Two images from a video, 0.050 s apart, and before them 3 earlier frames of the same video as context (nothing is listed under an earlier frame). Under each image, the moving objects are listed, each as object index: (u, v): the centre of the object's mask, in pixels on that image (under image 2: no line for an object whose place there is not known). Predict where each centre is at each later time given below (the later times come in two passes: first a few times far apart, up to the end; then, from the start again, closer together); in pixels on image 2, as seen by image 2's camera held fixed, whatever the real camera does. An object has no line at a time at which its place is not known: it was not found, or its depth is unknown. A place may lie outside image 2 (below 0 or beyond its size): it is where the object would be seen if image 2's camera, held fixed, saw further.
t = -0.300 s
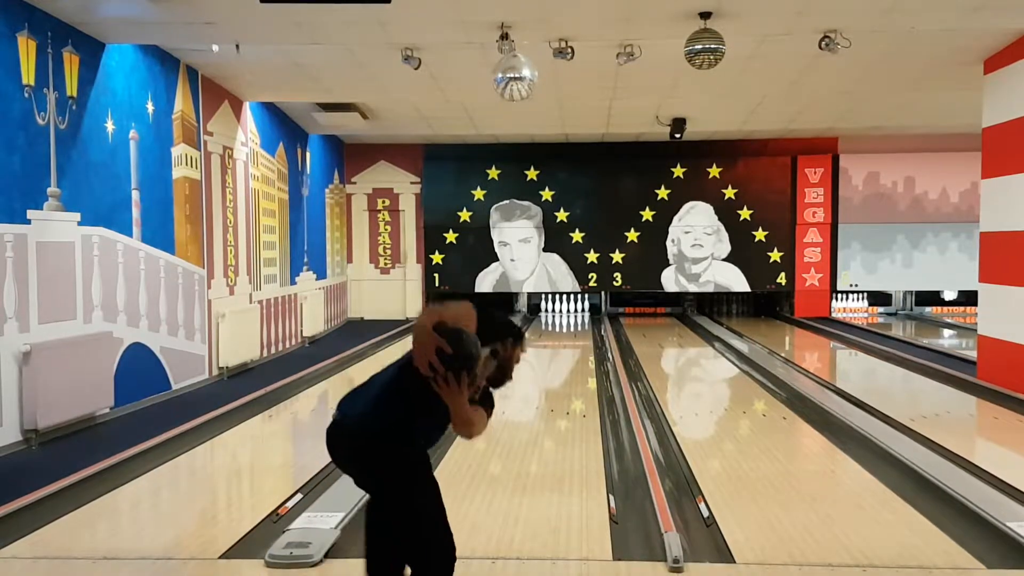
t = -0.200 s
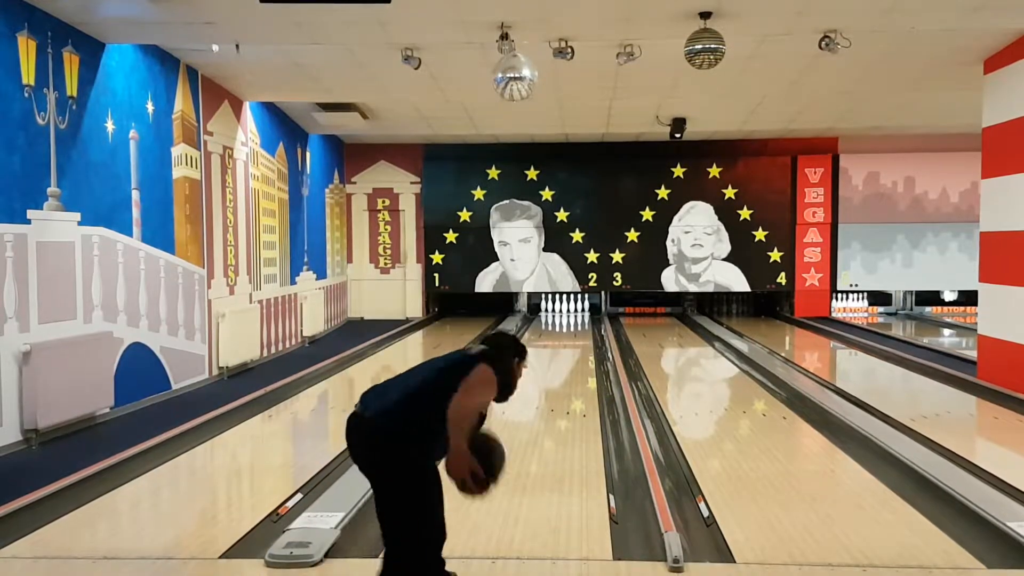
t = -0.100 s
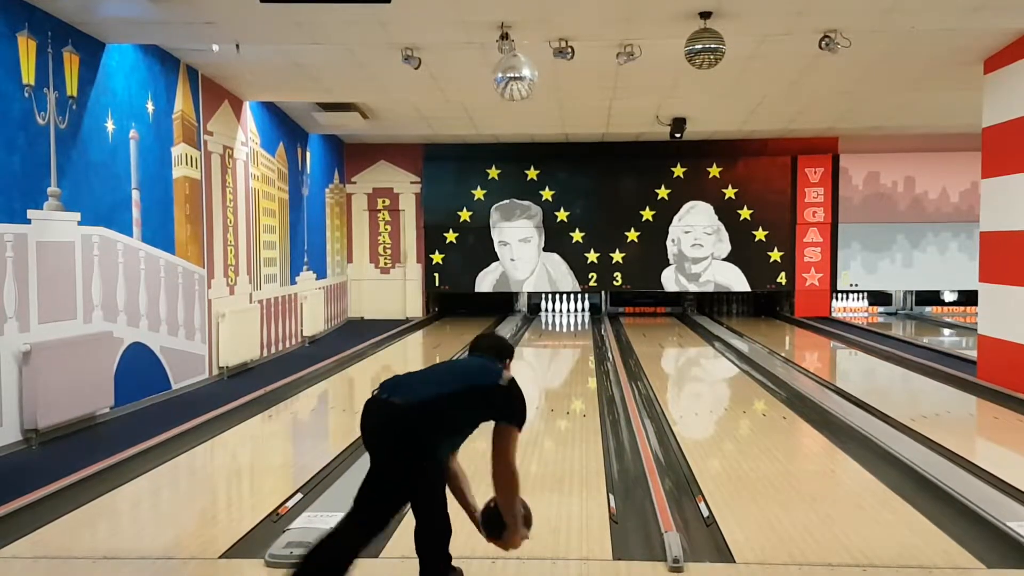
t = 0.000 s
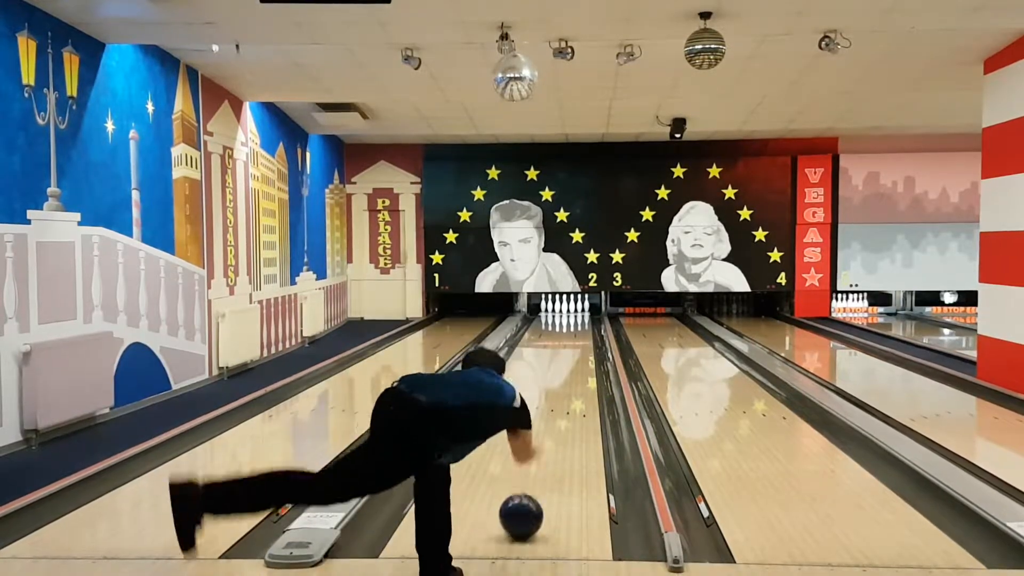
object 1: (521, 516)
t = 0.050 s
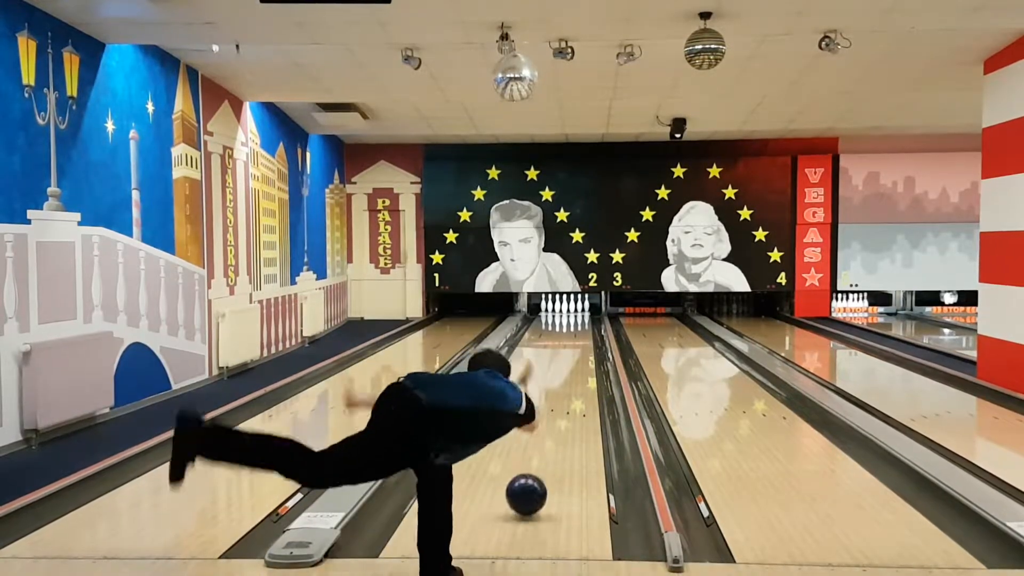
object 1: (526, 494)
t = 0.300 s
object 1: (545, 434)
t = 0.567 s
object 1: (550, 398)
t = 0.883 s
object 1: (563, 364)
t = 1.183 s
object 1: (567, 346)
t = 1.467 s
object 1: (569, 334)
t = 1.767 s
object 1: (570, 322)
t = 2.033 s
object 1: (568, 315)
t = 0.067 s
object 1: (528, 489)
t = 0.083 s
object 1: (529, 484)
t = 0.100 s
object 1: (531, 481)
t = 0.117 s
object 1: (532, 477)
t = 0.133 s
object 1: (534, 472)
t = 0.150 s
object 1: (535, 468)
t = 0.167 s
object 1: (536, 463)
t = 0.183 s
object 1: (537, 459)
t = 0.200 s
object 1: (539, 455)
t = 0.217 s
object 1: (540, 451)
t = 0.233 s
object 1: (541, 448)
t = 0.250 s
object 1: (542, 444)
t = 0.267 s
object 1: (543, 441)
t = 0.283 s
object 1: (544, 437)
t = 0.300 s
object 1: (545, 434)
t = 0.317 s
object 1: (546, 431)
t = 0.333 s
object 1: (547, 428)
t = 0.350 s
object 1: (547, 425)
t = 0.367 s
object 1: (548, 422)
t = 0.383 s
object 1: (549, 419)
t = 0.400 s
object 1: (550, 417)
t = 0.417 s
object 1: (550, 414)
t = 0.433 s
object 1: (551, 412)
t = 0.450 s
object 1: (552, 409)
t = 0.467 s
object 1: (552, 407)
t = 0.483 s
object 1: (553, 405)
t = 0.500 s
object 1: (553, 402)
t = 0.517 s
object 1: (554, 400)
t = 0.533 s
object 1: (554, 399)
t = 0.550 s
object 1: (553, 399)
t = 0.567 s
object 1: (550, 398)
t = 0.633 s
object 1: (559, 387)
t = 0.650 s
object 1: (558, 385)
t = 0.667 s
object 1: (559, 383)
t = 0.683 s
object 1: (559, 382)
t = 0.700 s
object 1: (560, 380)
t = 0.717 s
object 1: (560, 379)
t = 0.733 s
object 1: (560, 377)
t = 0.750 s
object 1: (561, 375)
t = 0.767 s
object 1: (561, 374)
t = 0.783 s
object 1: (561, 373)
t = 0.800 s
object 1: (562, 371)
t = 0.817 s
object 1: (562, 370)
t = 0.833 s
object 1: (562, 368)
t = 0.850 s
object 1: (563, 367)
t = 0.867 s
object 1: (563, 366)
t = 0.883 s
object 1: (563, 364)
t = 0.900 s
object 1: (563, 363)
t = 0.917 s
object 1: (564, 362)
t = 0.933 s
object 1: (564, 361)
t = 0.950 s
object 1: (564, 360)
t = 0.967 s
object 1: (564, 358)
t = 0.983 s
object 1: (565, 358)
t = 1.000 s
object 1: (565, 356)
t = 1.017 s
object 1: (565, 355)
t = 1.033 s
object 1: (565, 354)
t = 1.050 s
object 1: (565, 353)
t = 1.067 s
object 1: (566, 352)
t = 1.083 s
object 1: (566, 351)
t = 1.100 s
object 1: (566, 350)
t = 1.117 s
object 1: (566, 349)
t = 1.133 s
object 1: (566, 349)
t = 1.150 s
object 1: (567, 348)
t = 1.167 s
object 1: (567, 347)
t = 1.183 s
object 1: (567, 346)
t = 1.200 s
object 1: (567, 345)
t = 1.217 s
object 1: (567, 344)
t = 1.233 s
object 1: (568, 343)
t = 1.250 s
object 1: (567, 342)
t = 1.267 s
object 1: (568, 342)
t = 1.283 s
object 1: (568, 341)
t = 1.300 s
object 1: (568, 340)
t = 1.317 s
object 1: (568, 339)
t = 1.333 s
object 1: (568, 339)
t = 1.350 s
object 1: (568, 338)
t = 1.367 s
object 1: (570, 336)
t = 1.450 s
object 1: (567, 336)
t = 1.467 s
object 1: (569, 334)
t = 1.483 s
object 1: (569, 331)
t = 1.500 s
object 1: (569, 331)
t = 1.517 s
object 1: (569, 331)
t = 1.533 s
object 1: (569, 330)
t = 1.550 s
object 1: (569, 330)
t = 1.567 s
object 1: (570, 329)
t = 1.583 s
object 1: (570, 328)
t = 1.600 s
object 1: (570, 328)
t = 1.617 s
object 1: (570, 327)
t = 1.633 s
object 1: (570, 327)
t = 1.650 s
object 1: (570, 326)
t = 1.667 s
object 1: (570, 325)
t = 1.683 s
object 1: (570, 325)
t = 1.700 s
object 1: (570, 324)
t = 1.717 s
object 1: (570, 324)
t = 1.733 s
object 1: (570, 324)
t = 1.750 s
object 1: (569, 323)
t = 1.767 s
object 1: (570, 322)
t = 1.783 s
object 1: (569, 322)
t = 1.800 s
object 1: (568, 323)
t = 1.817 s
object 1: (568, 325)
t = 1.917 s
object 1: (571, 318)
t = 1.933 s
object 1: (568, 317)
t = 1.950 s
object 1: (569, 317)
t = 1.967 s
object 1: (568, 317)
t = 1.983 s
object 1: (568, 316)
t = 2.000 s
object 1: (568, 316)
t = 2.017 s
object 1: (568, 316)
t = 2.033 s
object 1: (568, 315)
